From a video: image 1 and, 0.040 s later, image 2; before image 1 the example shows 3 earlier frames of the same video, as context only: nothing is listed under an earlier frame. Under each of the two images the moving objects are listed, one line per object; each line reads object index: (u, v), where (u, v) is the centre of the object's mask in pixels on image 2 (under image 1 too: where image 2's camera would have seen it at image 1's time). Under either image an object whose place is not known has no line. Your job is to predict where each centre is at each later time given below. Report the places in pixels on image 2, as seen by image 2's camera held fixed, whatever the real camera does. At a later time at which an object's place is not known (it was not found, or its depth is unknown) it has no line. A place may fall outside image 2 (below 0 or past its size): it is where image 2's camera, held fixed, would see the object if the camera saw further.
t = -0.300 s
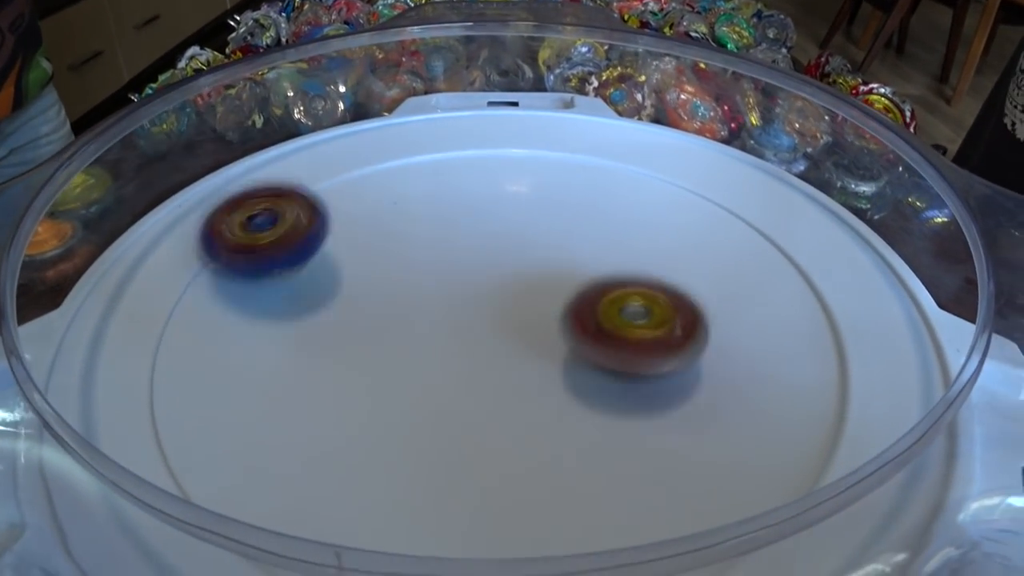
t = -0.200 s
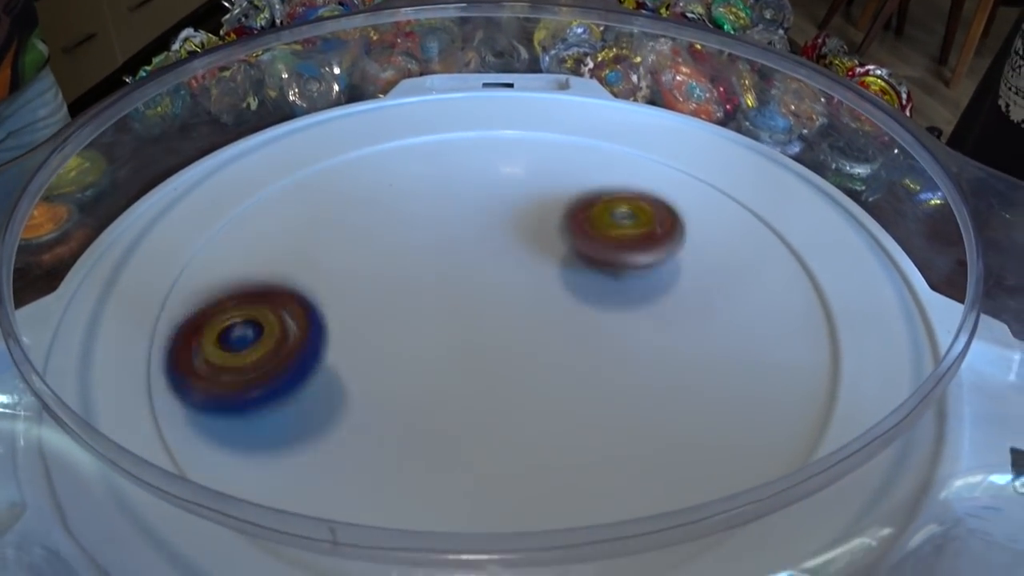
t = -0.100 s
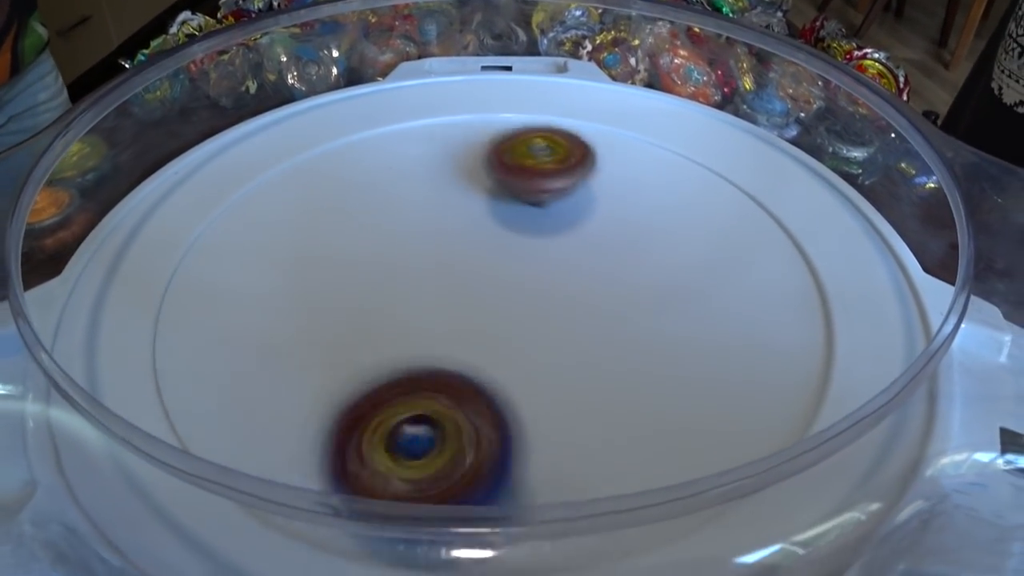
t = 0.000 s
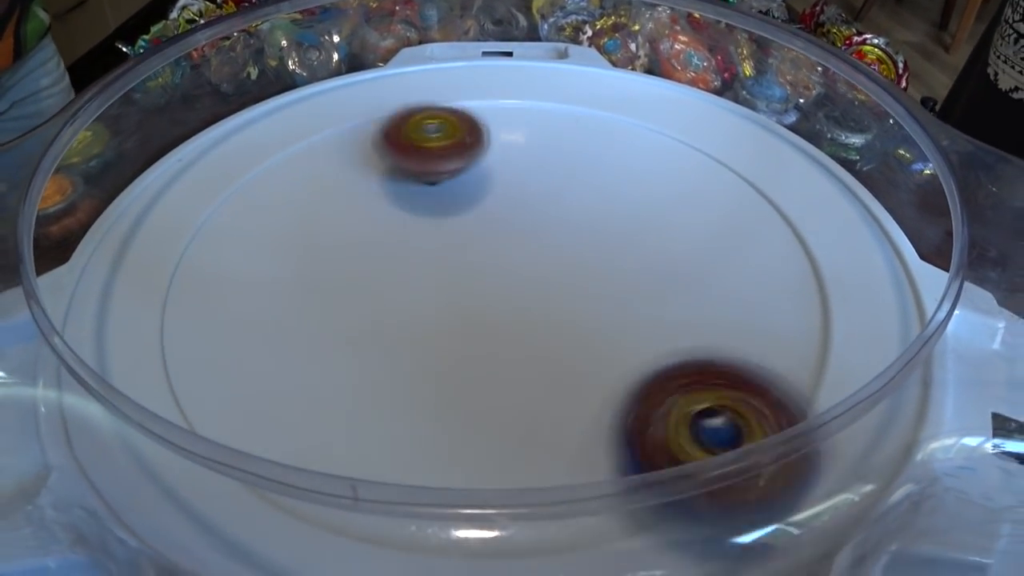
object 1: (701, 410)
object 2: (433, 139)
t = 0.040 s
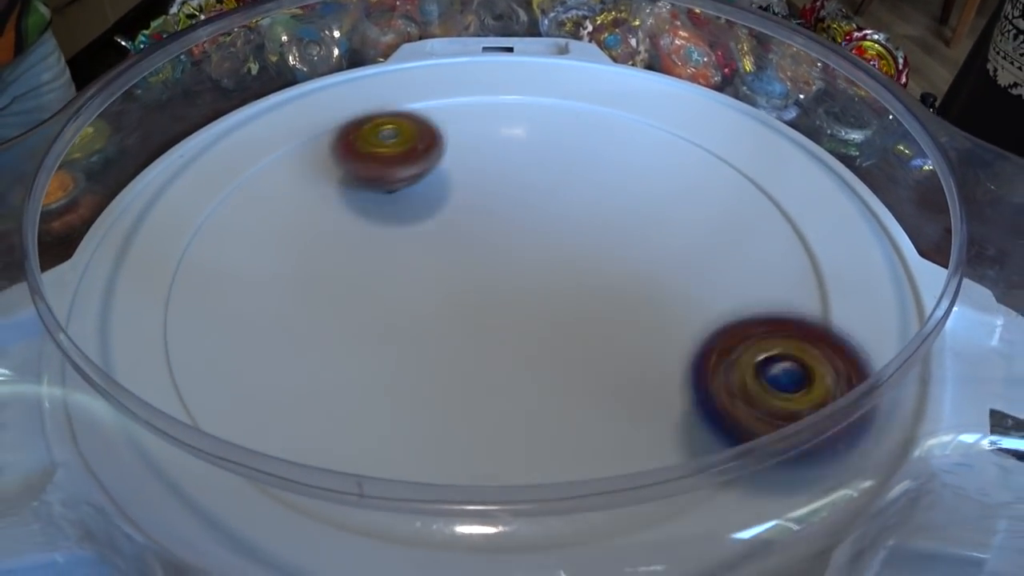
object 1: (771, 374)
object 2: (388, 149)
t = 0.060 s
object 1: (794, 355)
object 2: (367, 159)
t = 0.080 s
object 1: (817, 330)
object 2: (347, 169)
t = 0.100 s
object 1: (826, 308)
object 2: (331, 182)
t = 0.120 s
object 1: (824, 281)
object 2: (318, 197)
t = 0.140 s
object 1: (822, 255)
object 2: (305, 213)
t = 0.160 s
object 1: (821, 232)
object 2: (300, 232)
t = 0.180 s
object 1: (809, 209)
